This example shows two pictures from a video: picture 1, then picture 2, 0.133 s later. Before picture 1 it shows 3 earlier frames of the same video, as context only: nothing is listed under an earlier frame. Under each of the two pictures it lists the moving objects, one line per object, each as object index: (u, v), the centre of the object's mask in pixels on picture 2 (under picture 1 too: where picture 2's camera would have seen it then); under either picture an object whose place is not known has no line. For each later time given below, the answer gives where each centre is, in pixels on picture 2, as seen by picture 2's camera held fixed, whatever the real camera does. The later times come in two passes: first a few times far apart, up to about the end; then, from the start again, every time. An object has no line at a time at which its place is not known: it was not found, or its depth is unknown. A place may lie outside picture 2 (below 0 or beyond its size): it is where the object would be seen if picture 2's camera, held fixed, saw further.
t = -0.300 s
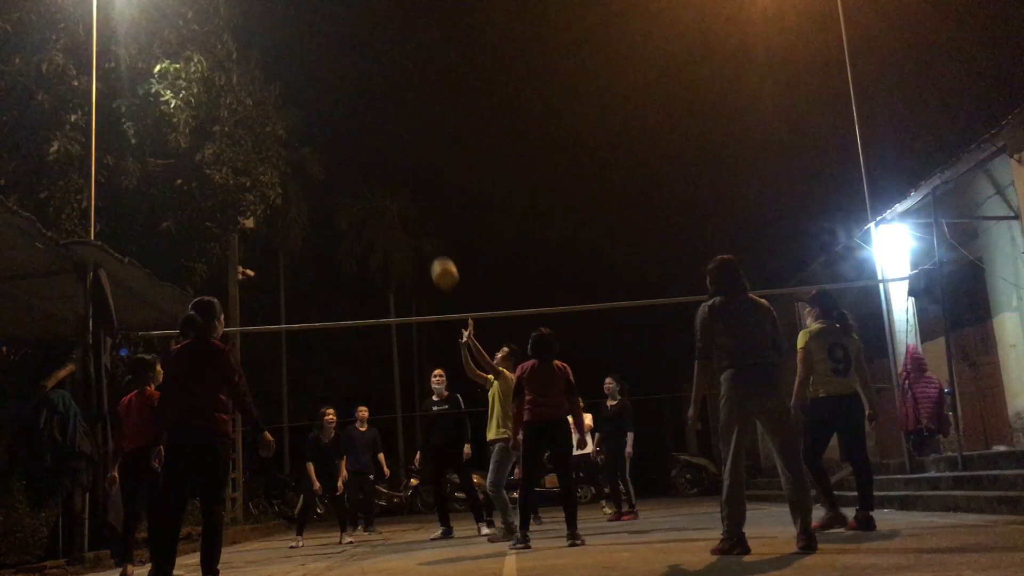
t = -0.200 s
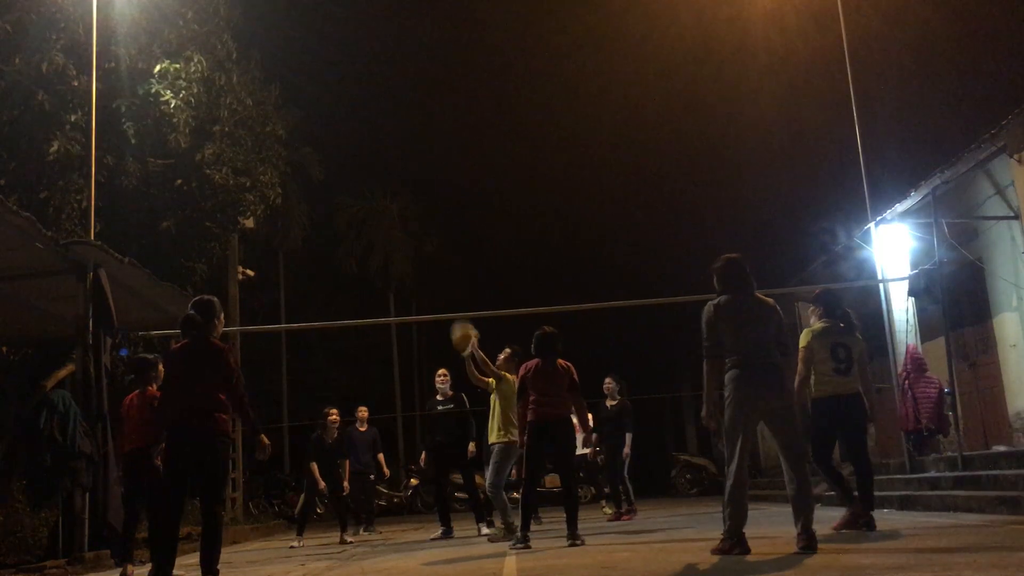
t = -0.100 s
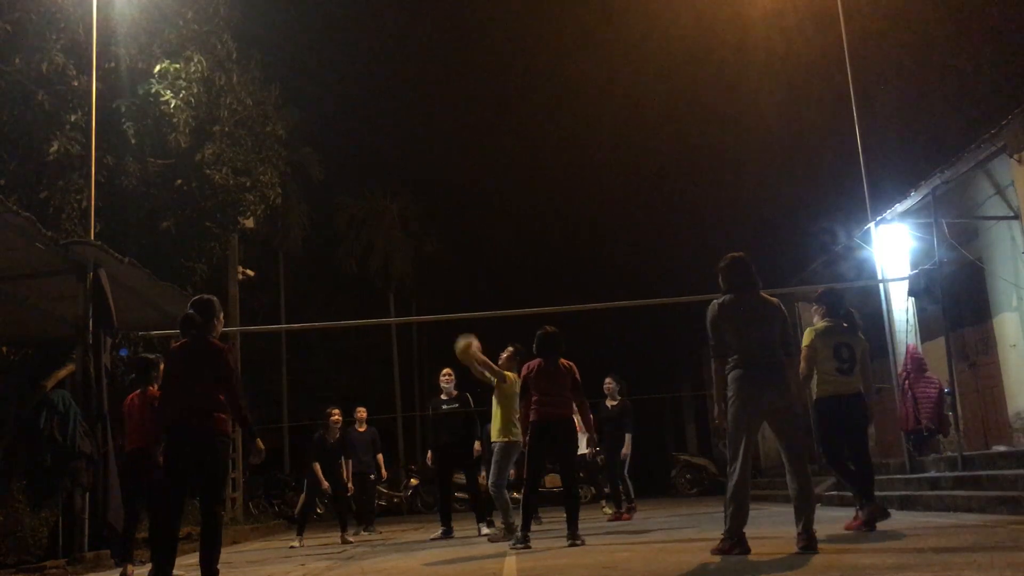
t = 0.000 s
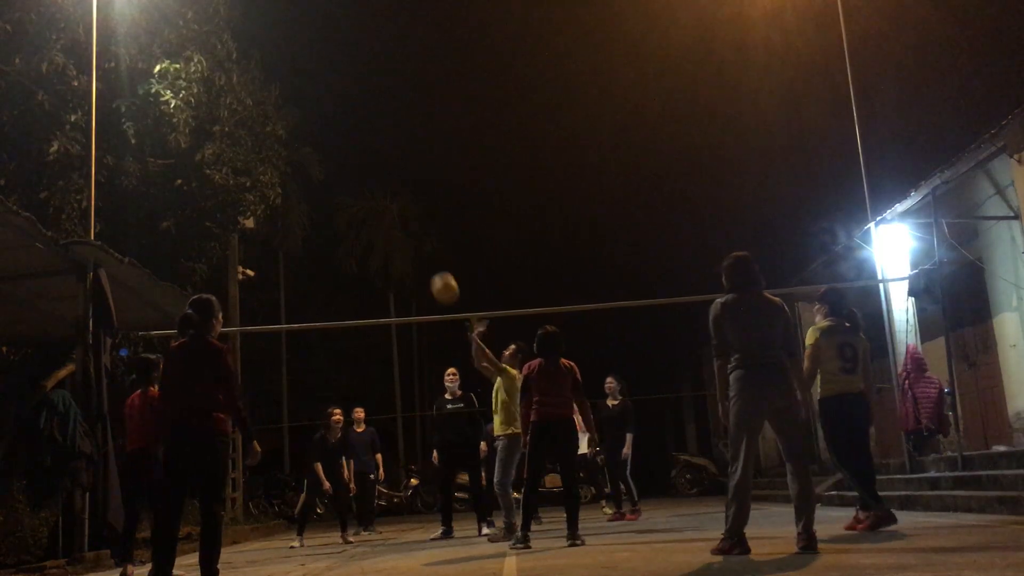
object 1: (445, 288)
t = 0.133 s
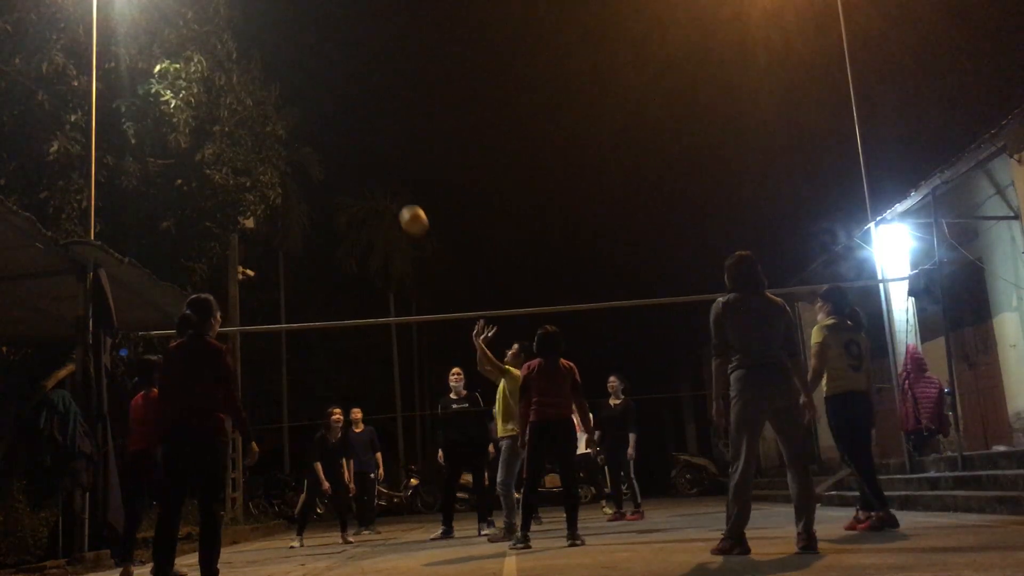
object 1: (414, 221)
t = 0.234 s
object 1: (392, 183)
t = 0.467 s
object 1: (347, 136)
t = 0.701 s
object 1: (306, 146)
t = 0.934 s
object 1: (267, 216)
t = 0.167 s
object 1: (407, 207)
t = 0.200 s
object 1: (399, 194)
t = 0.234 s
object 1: (392, 183)
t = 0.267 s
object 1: (385, 173)
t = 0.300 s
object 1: (378, 164)
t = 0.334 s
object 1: (372, 155)
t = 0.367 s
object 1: (365, 149)
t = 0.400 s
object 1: (359, 143)
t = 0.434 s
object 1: (353, 139)
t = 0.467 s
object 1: (347, 136)
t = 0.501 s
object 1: (341, 134)
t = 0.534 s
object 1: (335, 133)
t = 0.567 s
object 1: (329, 133)
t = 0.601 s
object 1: (323, 134)
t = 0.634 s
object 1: (317, 137)
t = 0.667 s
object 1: (312, 141)
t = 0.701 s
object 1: (306, 146)
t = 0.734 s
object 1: (300, 152)
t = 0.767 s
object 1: (294, 160)
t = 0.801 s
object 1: (289, 168)
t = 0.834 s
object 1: (283, 179)
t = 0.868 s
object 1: (278, 189)
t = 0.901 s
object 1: (272, 202)
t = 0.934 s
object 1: (267, 216)
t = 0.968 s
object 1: (262, 231)
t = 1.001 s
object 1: (256, 248)
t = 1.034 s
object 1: (251, 266)
